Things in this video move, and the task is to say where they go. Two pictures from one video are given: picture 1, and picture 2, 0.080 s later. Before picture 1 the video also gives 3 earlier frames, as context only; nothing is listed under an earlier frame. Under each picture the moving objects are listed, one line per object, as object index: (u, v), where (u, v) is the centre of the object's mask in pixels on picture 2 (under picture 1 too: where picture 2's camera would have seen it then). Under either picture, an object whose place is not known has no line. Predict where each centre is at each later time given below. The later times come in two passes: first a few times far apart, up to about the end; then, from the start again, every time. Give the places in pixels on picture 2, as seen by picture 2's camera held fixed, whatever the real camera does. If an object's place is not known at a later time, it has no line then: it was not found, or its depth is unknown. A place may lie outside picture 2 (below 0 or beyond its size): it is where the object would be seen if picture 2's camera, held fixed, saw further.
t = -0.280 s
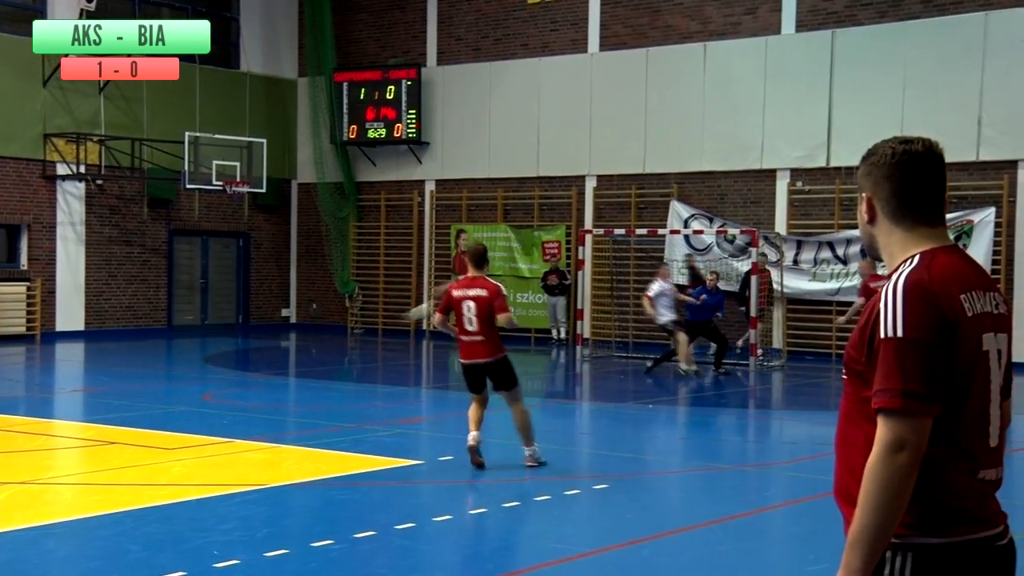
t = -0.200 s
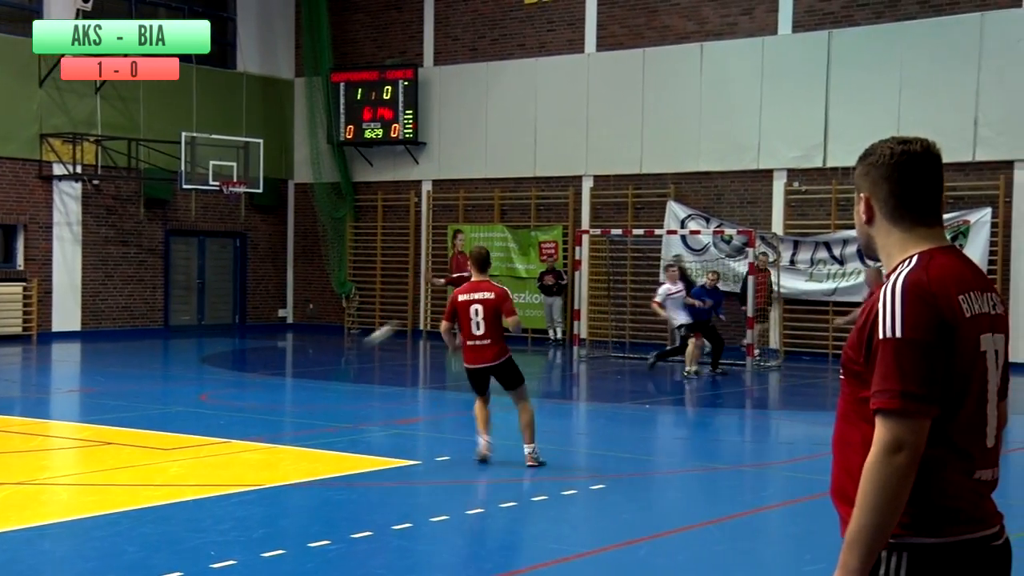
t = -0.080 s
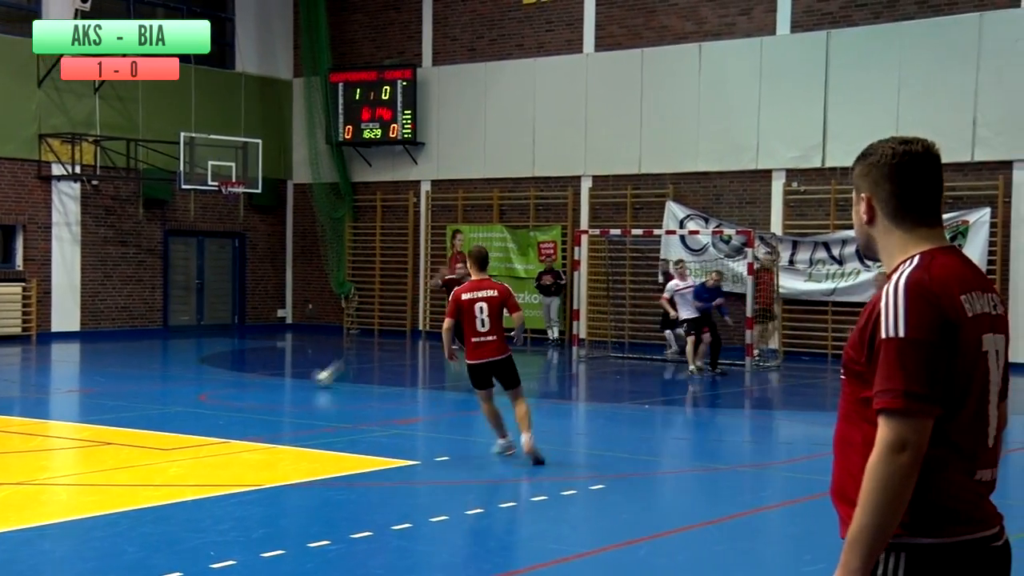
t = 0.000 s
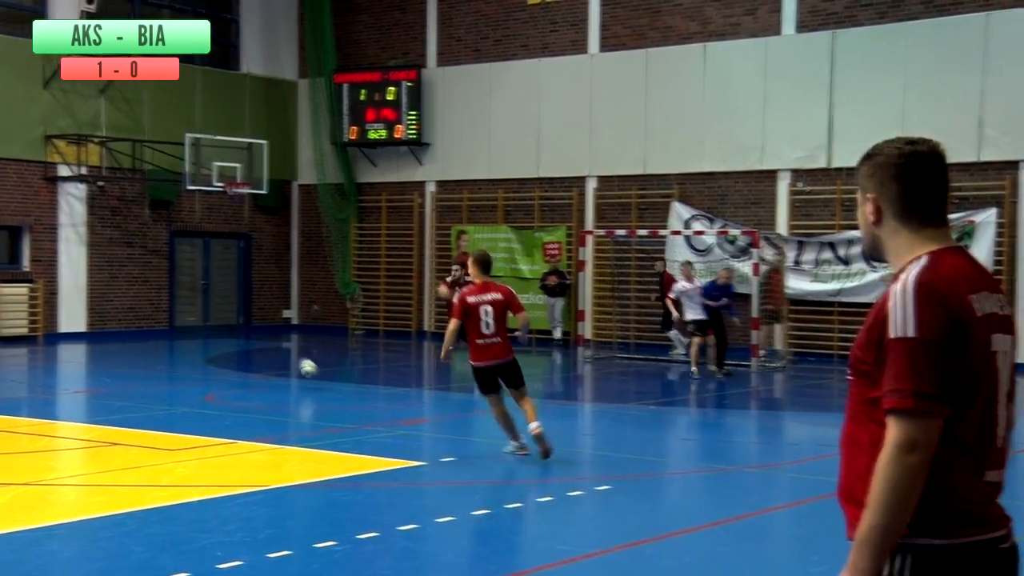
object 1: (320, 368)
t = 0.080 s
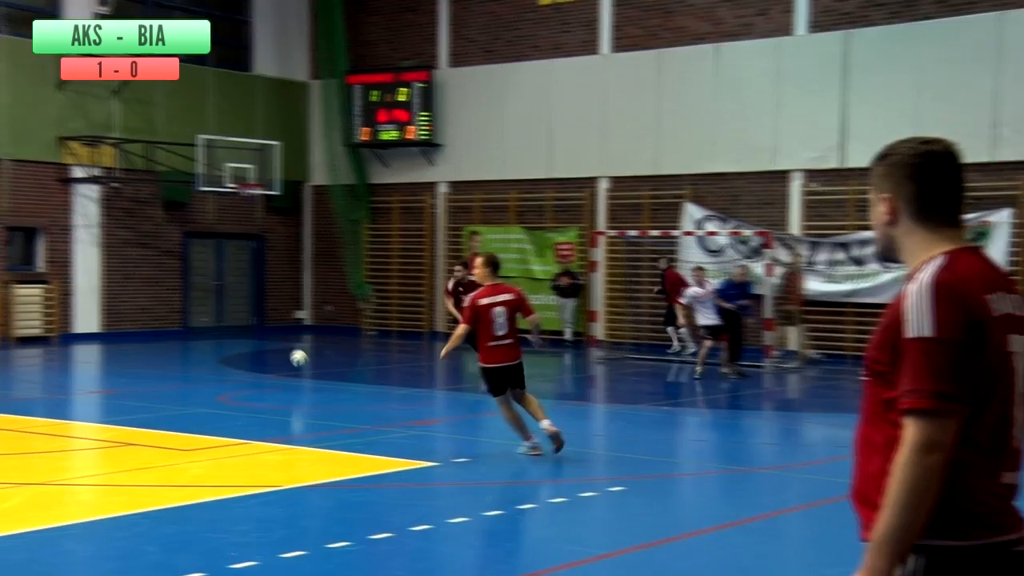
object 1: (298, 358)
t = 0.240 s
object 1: (254, 354)
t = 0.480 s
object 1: (183, 385)
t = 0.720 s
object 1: (113, 377)
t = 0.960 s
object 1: (40, 388)
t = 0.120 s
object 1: (288, 355)
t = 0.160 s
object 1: (276, 354)
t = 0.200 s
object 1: (265, 353)
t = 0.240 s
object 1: (254, 354)
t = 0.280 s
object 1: (242, 355)
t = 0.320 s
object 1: (231, 359)
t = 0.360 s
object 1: (218, 363)
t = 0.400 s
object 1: (206, 369)
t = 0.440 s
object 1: (195, 377)
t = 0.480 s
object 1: (183, 385)
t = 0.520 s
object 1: (171, 381)
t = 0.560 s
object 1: (159, 378)
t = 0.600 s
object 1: (148, 376)
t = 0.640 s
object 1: (137, 374)
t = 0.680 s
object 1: (125, 375)
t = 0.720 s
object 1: (113, 377)
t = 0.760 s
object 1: (101, 380)
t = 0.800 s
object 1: (89, 384)
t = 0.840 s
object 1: (78, 389)
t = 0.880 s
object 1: (64, 387)
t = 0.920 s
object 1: (51, 387)
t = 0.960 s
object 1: (40, 388)
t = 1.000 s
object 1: (27, 391)
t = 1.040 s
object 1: (15, 392)
